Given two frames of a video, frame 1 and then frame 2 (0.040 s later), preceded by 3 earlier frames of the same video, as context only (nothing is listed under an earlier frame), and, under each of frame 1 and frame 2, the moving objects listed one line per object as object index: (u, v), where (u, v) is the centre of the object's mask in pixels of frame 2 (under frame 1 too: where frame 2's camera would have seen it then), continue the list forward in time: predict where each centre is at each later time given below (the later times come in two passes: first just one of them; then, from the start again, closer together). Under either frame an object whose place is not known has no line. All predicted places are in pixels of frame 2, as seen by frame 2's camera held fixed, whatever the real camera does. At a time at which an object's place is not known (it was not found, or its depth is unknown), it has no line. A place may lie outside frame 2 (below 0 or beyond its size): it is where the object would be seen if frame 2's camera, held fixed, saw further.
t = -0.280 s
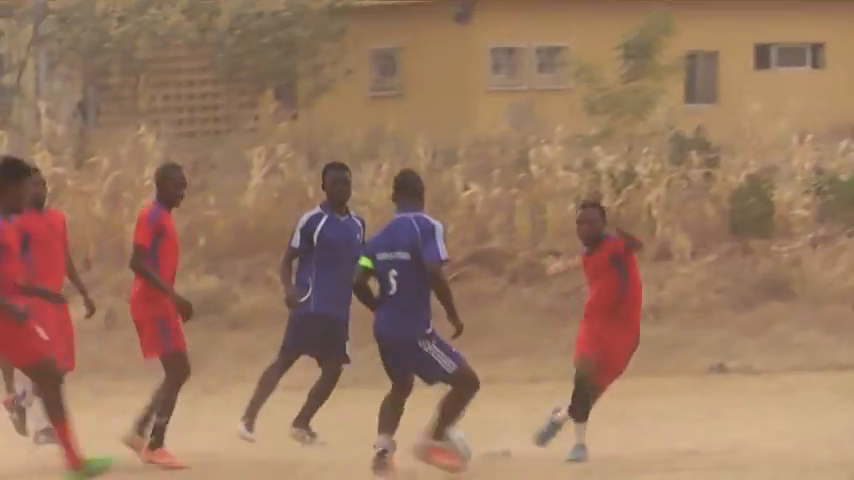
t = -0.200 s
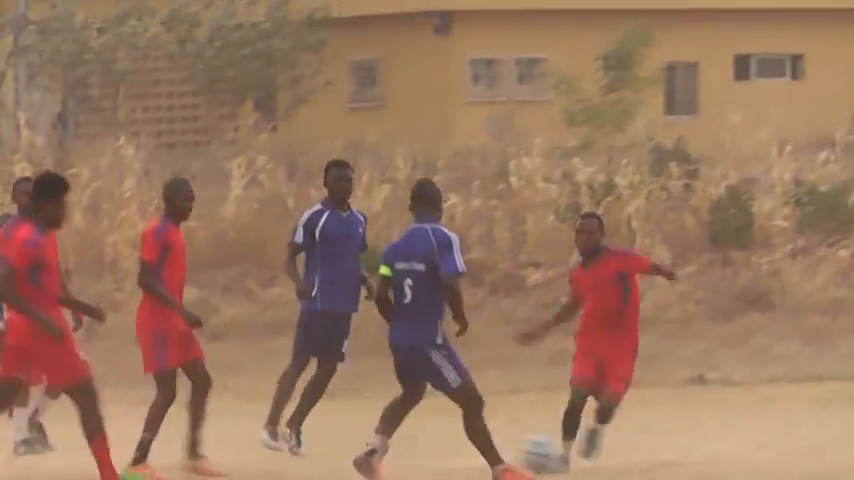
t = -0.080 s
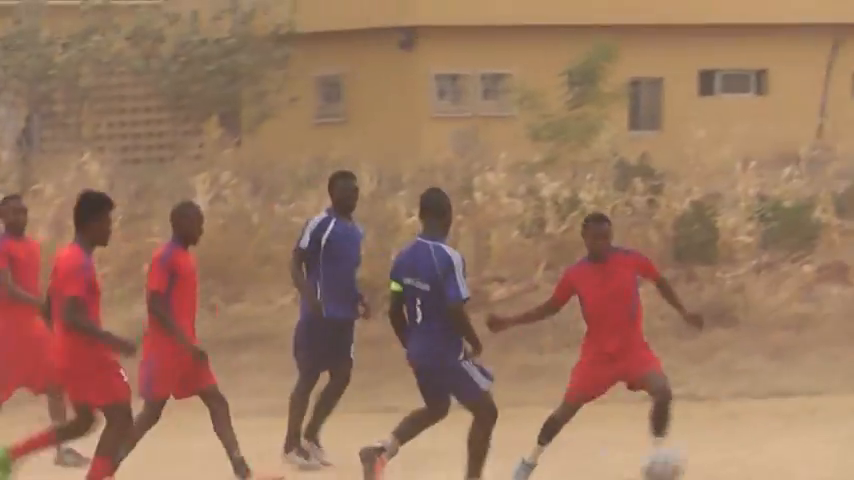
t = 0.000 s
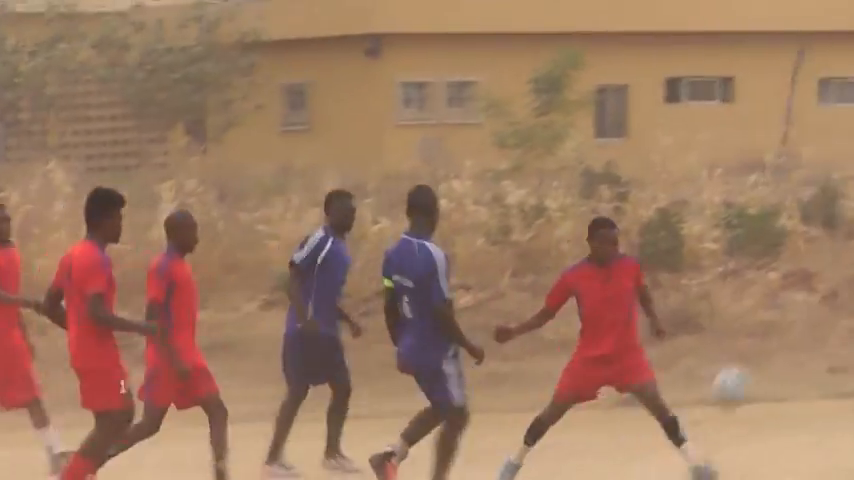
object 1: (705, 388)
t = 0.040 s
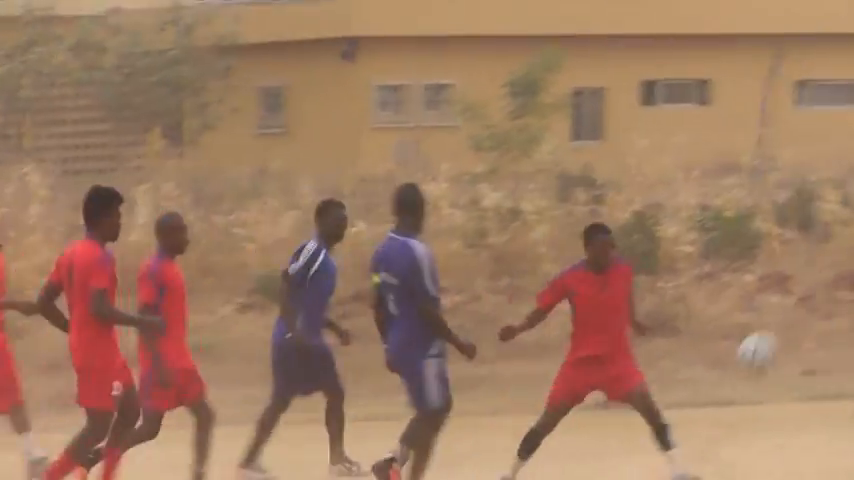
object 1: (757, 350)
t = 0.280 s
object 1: (1092, 183)
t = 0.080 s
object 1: (809, 315)
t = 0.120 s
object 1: (859, 284)
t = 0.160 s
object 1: (914, 257)
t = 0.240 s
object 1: (1031, 205)
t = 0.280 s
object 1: (1092, 183)
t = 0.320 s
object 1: (1156, 161)
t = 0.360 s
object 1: (1221, 143)
